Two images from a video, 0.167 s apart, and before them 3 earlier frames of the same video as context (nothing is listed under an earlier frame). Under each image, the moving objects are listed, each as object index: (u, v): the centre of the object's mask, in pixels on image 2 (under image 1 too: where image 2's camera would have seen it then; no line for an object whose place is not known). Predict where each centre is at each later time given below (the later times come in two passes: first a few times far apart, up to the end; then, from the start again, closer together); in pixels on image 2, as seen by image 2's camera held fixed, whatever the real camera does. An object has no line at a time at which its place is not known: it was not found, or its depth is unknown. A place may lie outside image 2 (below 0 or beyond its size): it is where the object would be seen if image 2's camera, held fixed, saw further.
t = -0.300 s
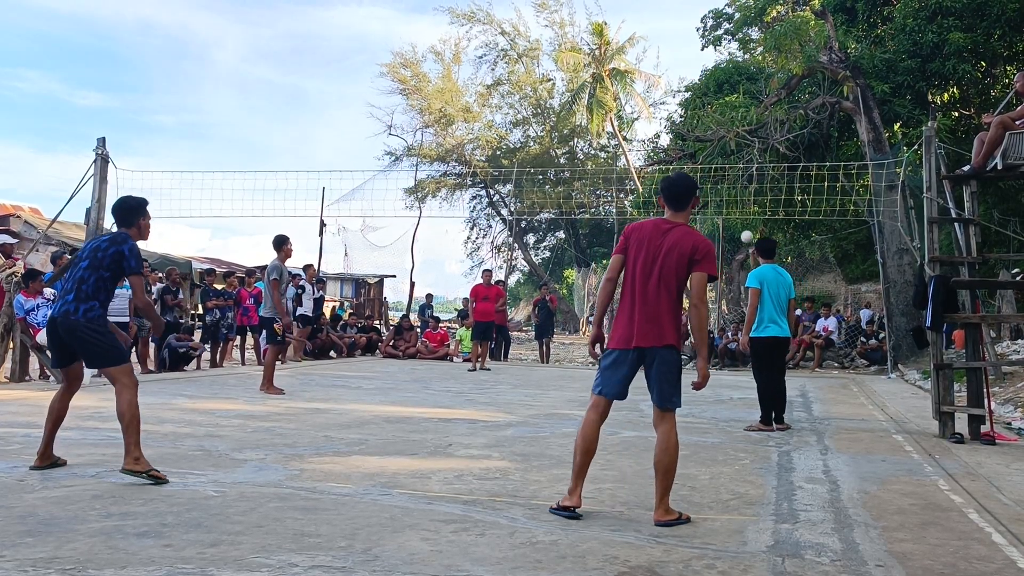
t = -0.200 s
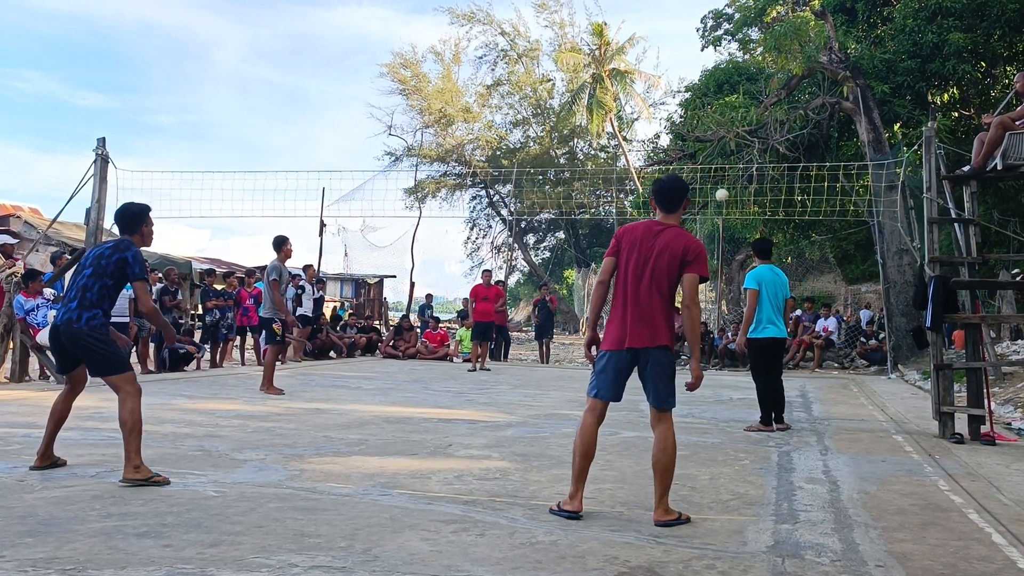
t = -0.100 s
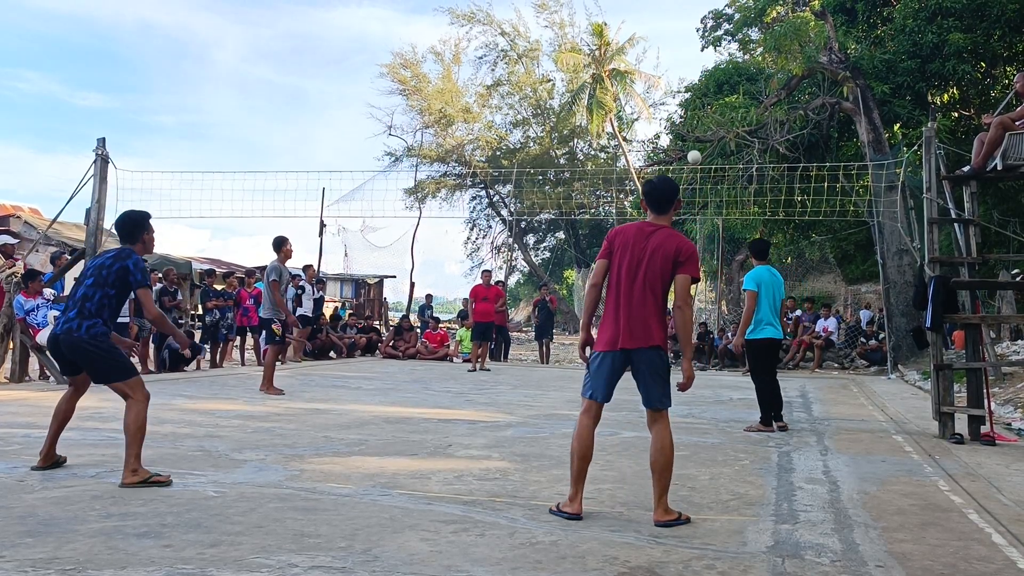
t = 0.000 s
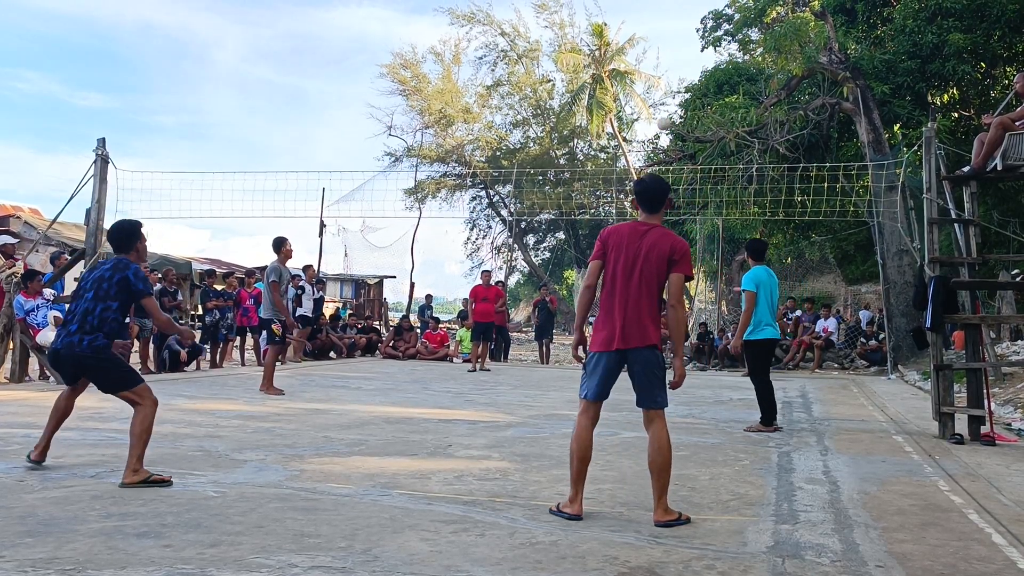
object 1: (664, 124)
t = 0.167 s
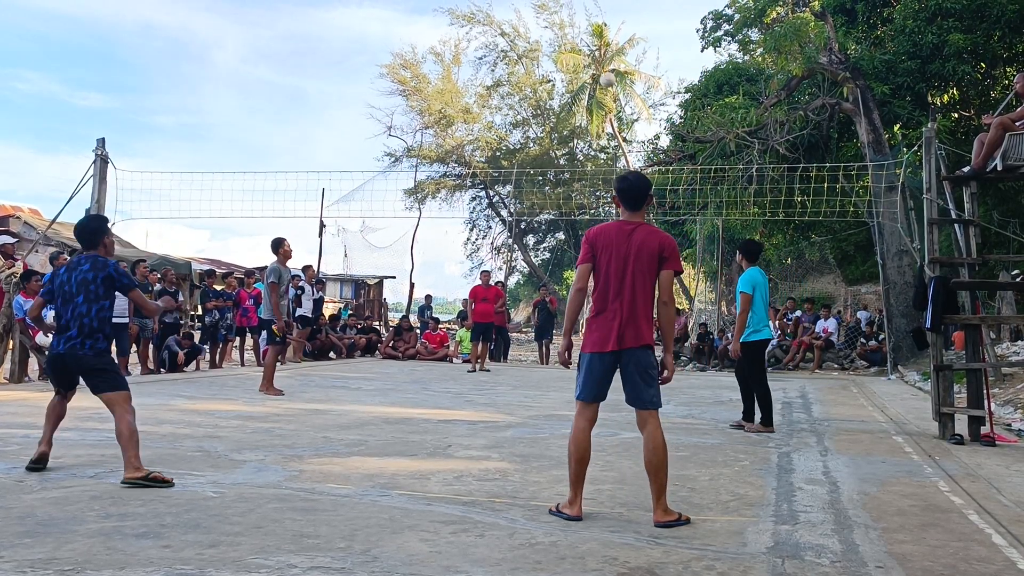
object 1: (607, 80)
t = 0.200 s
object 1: (595, 72)
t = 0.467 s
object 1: (479, 46)
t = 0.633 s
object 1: (391, 59)
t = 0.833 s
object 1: (260, 118)
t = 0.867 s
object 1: (236, 133)
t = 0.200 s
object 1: (595, 72)
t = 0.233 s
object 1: (582, 66)
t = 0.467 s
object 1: (479, 46)
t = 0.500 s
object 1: (463, 47)
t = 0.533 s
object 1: (445, 48)
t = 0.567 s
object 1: (428, 51)
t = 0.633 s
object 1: (391, 59)
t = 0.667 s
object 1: (370, 65)
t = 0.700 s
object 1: (350, 73)
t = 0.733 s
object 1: (328, 82)
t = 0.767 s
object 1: (306, 92)
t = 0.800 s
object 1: (284, 104)
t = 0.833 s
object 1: (260, 118)
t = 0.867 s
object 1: (236, 133)
